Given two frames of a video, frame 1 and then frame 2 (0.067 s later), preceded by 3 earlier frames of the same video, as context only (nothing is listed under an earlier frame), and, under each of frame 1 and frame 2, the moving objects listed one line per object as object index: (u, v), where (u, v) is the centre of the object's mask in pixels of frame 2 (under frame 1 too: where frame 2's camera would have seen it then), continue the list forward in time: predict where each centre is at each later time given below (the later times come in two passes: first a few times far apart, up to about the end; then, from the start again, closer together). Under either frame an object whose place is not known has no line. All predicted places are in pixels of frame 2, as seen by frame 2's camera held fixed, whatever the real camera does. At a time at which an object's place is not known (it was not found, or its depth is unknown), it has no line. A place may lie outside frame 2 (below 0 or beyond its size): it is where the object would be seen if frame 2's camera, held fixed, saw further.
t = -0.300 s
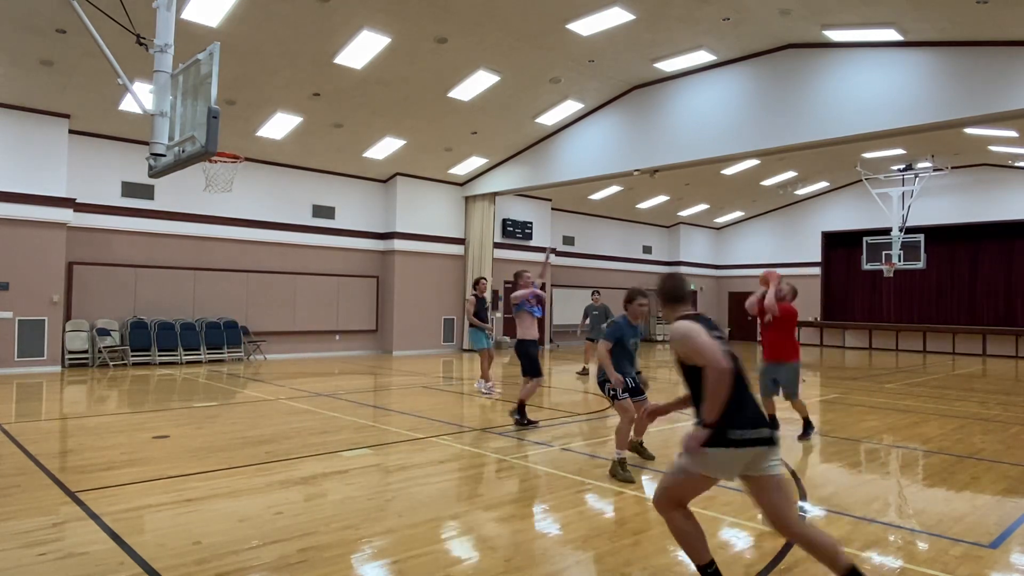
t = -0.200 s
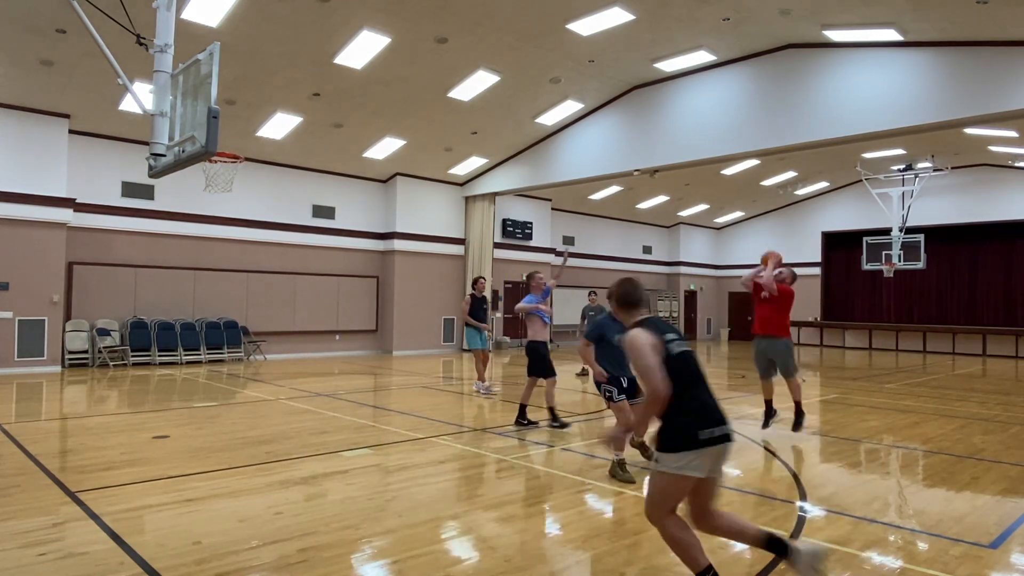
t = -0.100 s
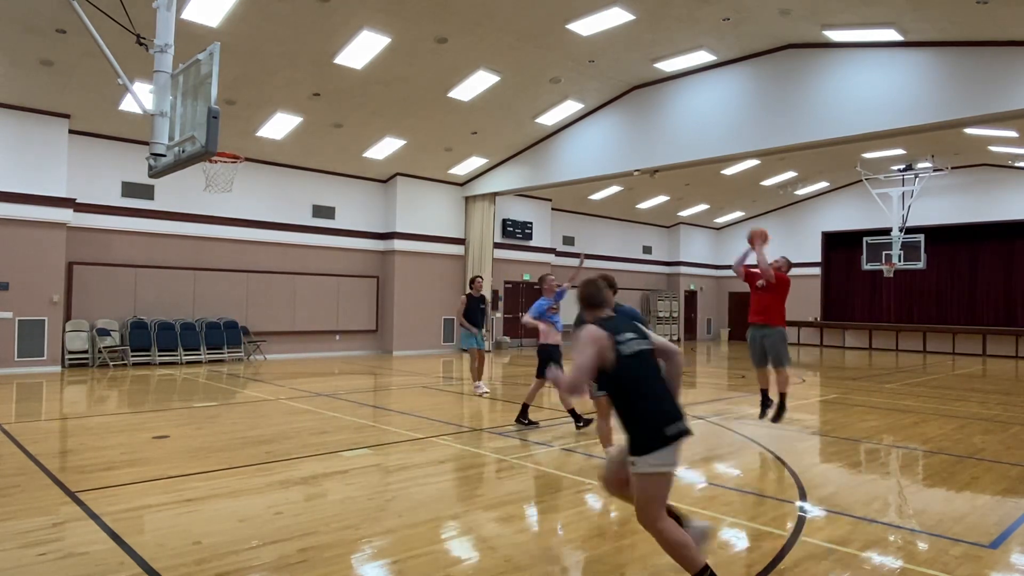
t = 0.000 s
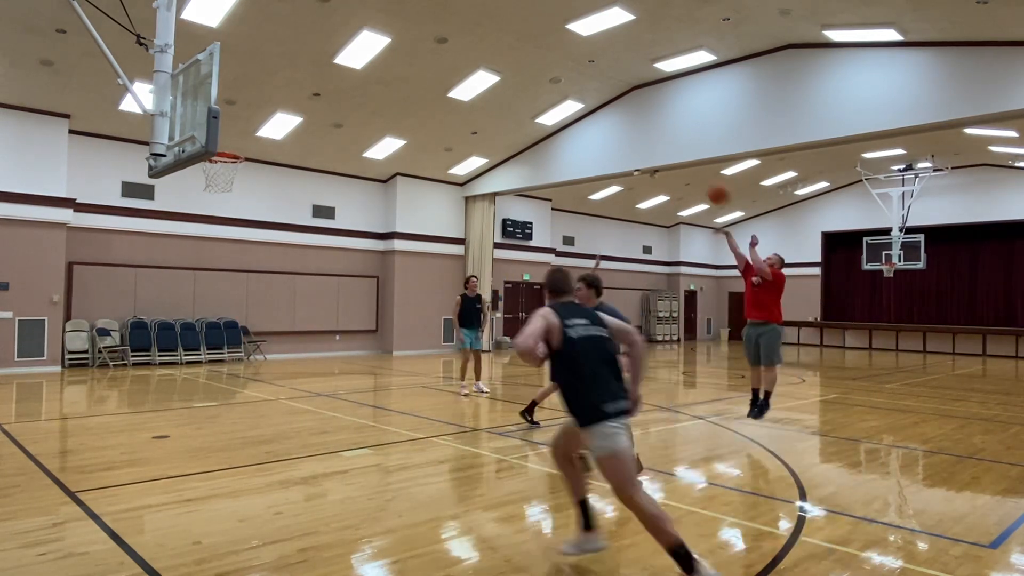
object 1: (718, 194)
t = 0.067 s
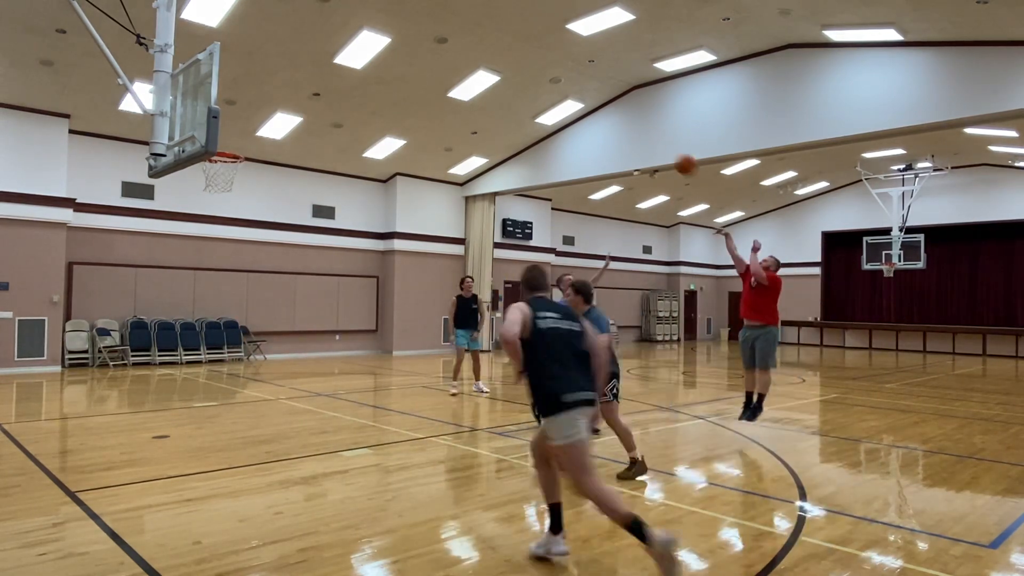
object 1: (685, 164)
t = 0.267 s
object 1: (590, 99)
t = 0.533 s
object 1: (460, 63)
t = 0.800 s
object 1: (330, 87)
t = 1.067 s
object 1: (212, 168)
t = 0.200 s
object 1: (621, 117)
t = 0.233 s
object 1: (605, 107)
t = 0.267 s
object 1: (590, 99)
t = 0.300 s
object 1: (573, 92)
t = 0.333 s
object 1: (556, 85)
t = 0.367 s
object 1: (540, 79)
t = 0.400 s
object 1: (524, 75)
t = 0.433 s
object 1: (509, 70)
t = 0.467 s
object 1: (493, 66)
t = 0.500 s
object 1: (476, 63)
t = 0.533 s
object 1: (460, 63)
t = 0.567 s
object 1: (444, 64)
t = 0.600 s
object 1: (428, 64)
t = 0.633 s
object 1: (411, 66)
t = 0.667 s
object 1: (396, 68)
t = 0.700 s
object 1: (379, 72)
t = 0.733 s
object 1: (363, 76)
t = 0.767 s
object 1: (346, 81)
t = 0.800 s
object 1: (330, 87)
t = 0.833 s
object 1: (313, 94)
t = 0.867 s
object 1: (297, 102)
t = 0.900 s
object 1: (280, 109)
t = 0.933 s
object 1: (264, 120)
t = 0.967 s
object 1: (247, 132)
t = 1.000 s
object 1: (233, 143)
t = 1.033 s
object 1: (219, 160)
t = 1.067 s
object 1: (212, 168)
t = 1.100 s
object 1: (212, 178)
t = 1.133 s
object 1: (215, 184)
